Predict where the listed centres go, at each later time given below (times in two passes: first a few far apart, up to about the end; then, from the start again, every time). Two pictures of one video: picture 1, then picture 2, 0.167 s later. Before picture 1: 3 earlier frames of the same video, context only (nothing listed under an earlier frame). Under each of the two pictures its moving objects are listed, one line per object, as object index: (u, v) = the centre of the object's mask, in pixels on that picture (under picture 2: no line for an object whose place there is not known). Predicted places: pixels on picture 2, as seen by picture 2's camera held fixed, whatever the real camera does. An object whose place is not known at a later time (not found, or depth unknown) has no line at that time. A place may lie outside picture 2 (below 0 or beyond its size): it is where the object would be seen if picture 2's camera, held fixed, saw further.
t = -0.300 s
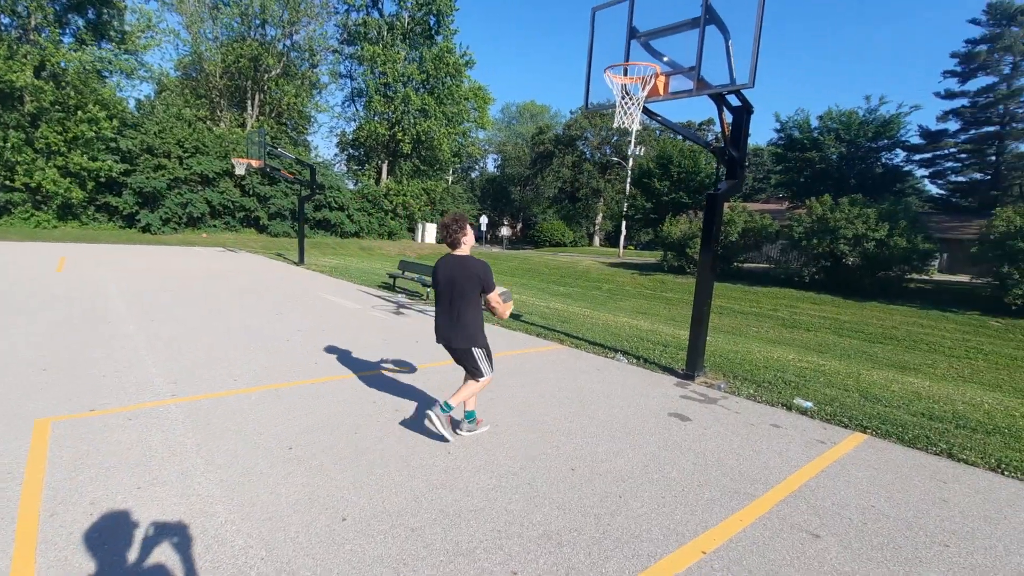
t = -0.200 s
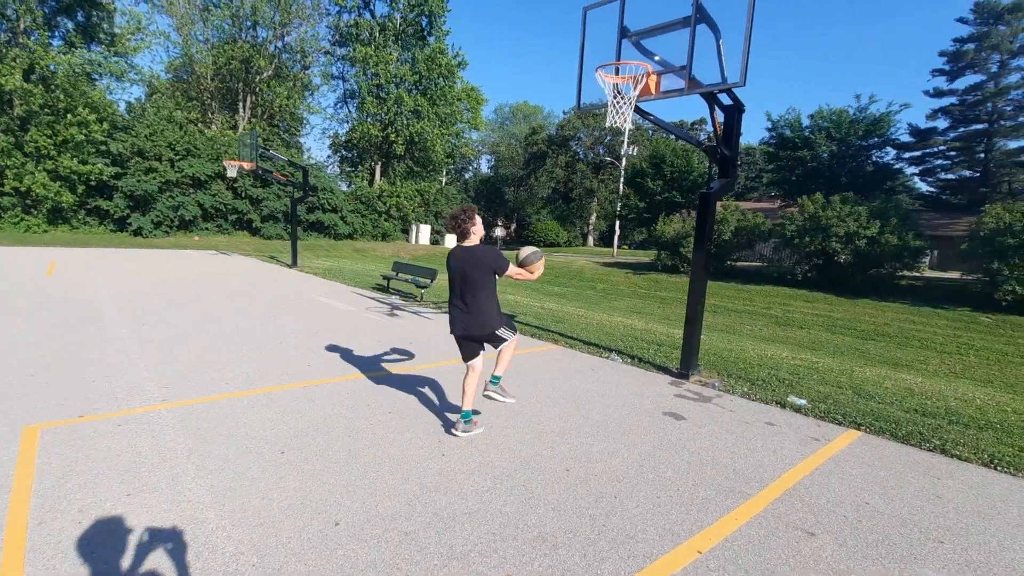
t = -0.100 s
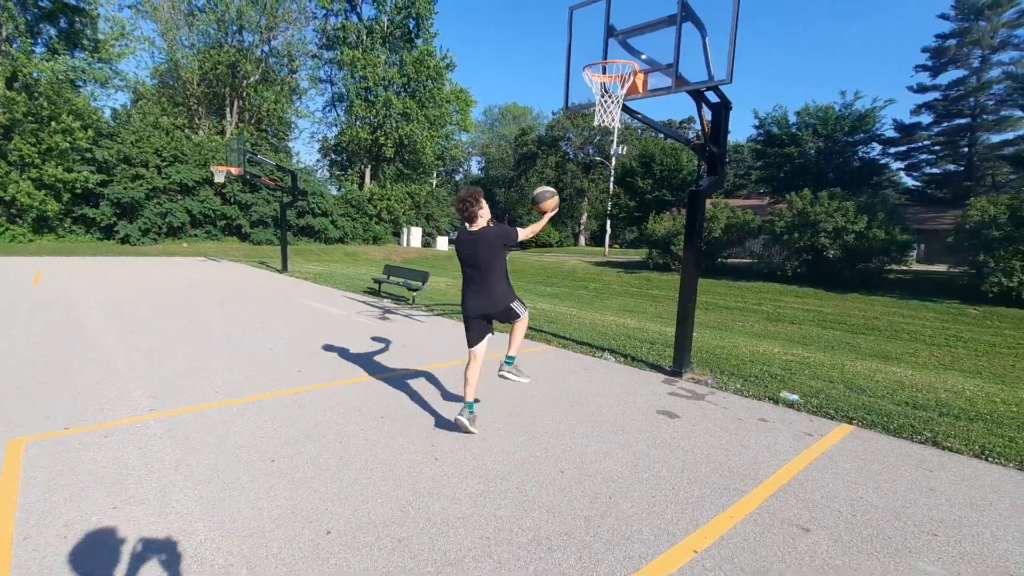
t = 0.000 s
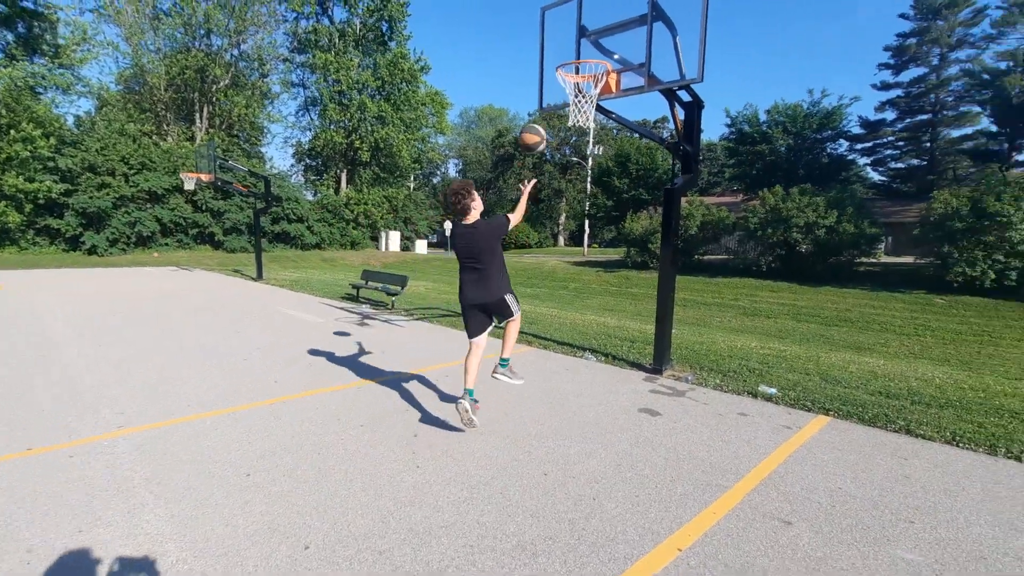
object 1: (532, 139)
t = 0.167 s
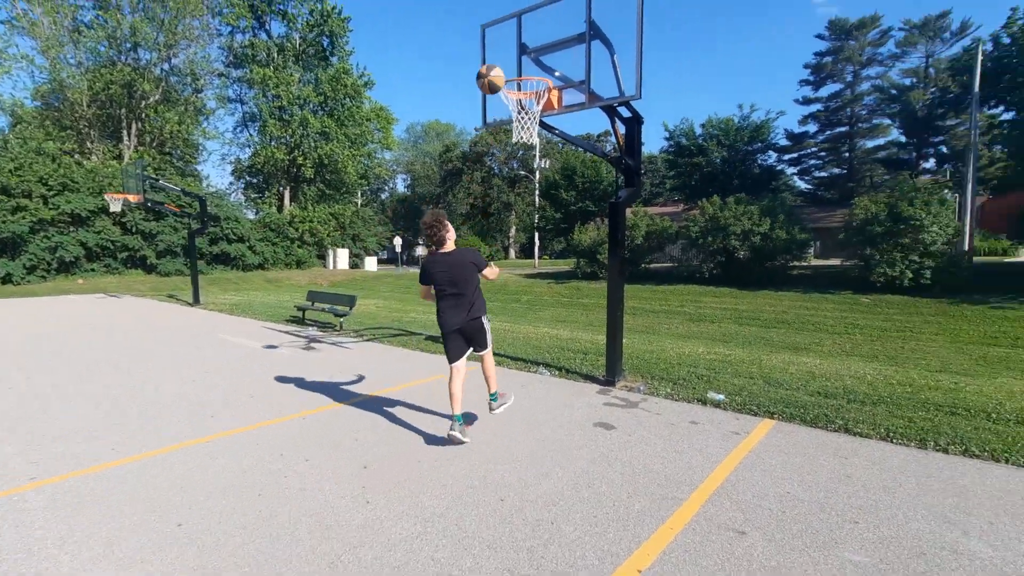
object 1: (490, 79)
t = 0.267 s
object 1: (497, 53)
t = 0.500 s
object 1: (514, 33)
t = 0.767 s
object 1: (526, 74)
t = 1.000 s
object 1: (510, 63)
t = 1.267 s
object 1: (494, 100)
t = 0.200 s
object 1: (493, 69)
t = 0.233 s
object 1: (495, 60)
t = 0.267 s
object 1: (497, 53)
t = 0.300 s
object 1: (499, 46)
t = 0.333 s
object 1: (501, 41)
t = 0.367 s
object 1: (504, 37)
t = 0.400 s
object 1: (506, 35)
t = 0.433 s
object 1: (509, 33)
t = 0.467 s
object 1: (511, 33)
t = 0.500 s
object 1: (514, 33)
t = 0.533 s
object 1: (516, 36)
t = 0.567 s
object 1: (518, 39)
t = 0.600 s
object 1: (520, 43)
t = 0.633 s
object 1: (523, 49)
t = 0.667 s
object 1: (525, 55)
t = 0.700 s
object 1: (527, 63)
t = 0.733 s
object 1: (529, 69)
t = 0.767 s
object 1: (526, 74)
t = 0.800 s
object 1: (523, 80)
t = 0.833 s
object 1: (520, 79)
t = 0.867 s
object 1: (518, 70)
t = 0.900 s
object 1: (516, 68)
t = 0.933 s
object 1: (514, 65)
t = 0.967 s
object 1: (512, 64)
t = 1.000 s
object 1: (510, 63)
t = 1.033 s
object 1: (508, 64)
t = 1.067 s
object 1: (507, 65)
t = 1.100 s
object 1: (504, 68)
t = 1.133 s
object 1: (502, 71)
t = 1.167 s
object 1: (500, 76)
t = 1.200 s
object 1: (498, 82)
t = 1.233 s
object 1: (494, 91)
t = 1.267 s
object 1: (494, 100)
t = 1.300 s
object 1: (493, 109)
